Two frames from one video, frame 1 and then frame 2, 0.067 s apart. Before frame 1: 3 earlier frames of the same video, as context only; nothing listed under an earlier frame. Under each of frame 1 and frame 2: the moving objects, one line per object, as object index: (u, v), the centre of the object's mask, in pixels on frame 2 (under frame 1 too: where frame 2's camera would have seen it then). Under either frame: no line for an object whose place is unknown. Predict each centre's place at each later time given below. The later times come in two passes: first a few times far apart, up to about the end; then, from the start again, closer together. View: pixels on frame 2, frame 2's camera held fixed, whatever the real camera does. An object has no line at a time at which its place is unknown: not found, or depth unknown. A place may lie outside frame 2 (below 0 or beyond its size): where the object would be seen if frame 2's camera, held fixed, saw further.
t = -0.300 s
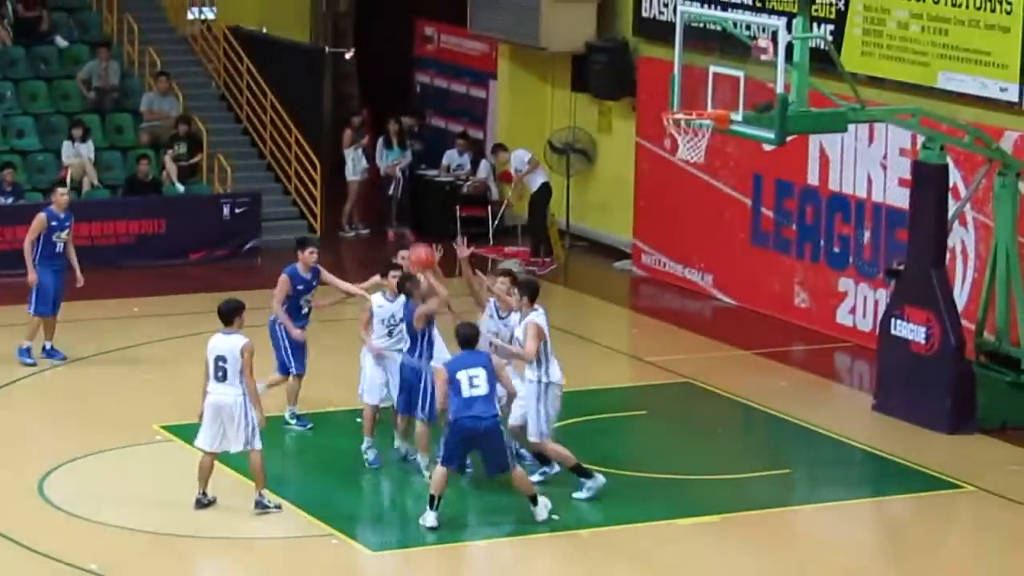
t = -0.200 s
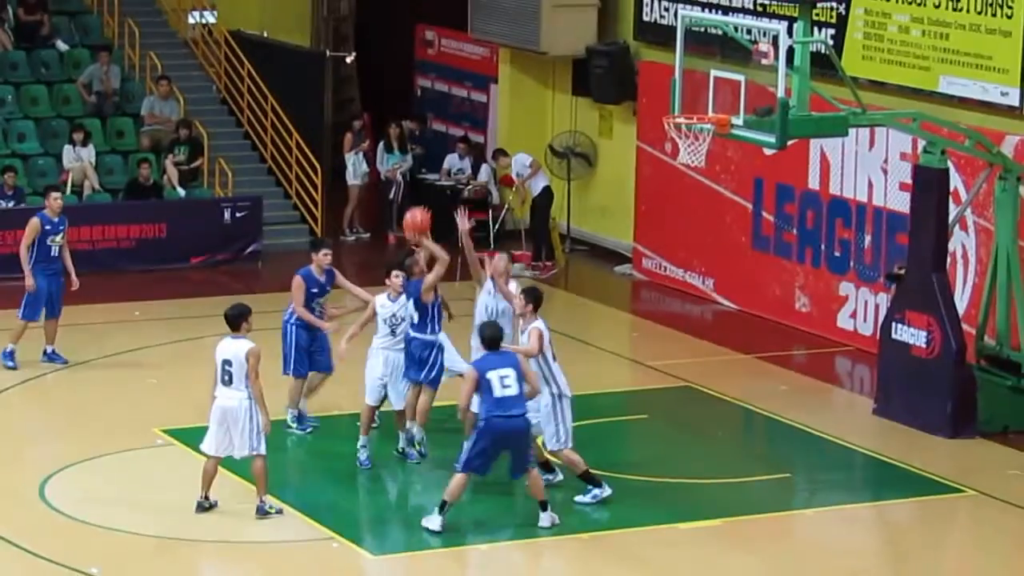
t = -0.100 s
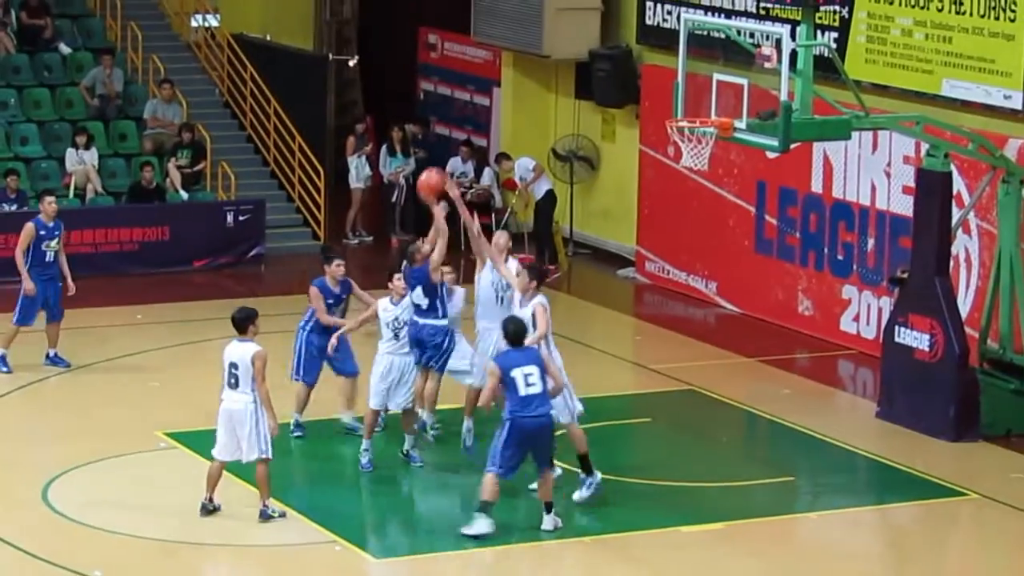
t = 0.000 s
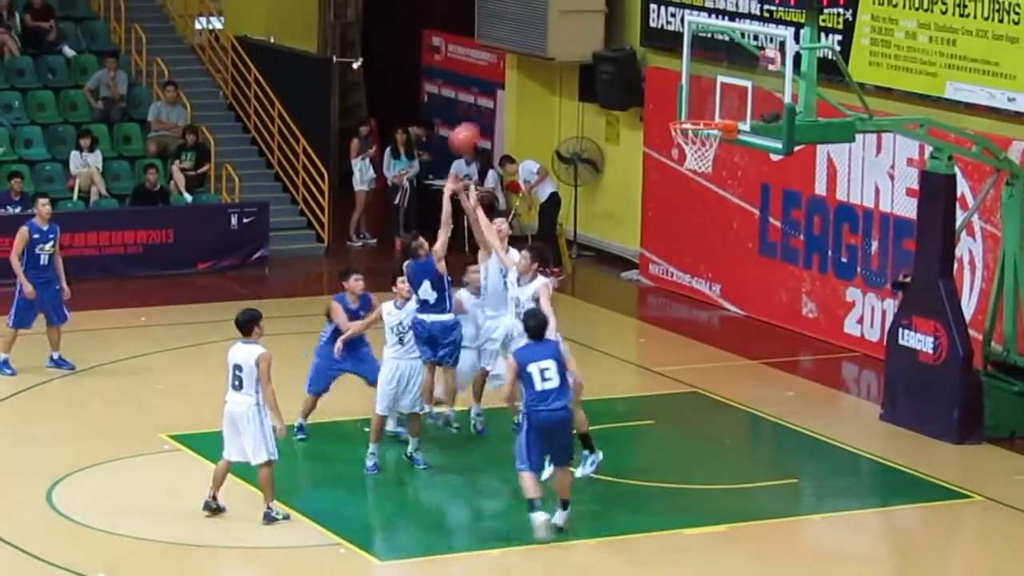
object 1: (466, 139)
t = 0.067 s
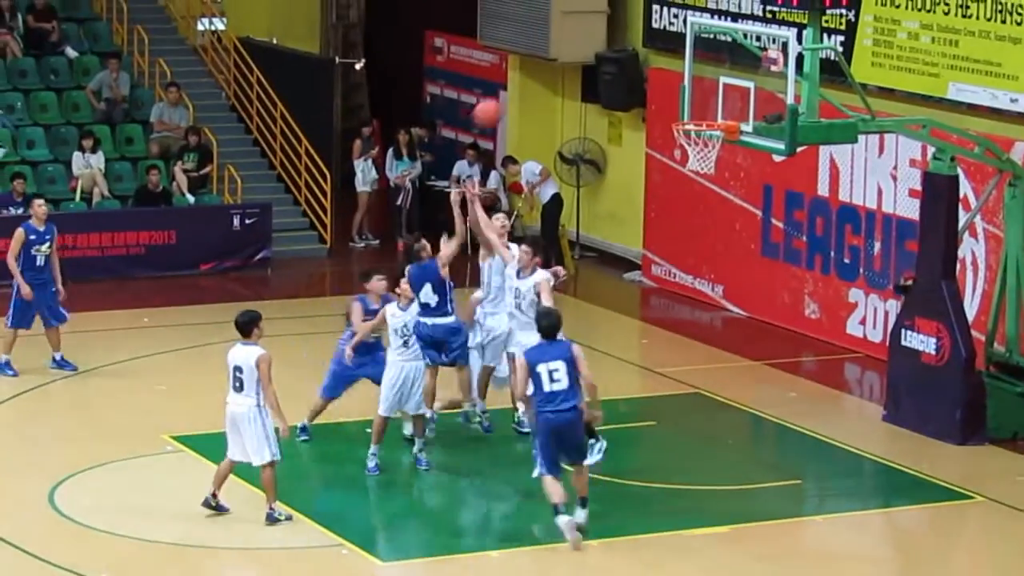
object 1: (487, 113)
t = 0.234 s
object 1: (539, 72)
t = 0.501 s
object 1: (614, 71)
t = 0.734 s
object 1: (656, 113)
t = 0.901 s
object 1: (601, 112)
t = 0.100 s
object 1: (498, 102)
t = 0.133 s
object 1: (508, 92)
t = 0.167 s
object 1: (518, 84)
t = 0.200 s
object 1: (529, 78)
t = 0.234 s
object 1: (539, 72)
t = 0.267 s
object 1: (547, 67)
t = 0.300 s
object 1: (557, 63)
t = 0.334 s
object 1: (567, 62)
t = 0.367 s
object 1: (577, 61)
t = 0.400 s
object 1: (586, 62)
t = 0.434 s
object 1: (596, 64)
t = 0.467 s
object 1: (605, 66)
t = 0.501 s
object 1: (614, 71)
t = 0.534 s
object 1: (623, 76)
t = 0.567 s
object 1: (632, 82)
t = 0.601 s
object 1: (640, 89)
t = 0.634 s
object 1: (648, 95)
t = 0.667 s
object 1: (657, 105)
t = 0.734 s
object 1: (656, 113)
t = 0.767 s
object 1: (644, 111)
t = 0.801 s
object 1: (634, 110)
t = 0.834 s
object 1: (624, 109)
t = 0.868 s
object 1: (612, 110)
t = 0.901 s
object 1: (601, 112)
